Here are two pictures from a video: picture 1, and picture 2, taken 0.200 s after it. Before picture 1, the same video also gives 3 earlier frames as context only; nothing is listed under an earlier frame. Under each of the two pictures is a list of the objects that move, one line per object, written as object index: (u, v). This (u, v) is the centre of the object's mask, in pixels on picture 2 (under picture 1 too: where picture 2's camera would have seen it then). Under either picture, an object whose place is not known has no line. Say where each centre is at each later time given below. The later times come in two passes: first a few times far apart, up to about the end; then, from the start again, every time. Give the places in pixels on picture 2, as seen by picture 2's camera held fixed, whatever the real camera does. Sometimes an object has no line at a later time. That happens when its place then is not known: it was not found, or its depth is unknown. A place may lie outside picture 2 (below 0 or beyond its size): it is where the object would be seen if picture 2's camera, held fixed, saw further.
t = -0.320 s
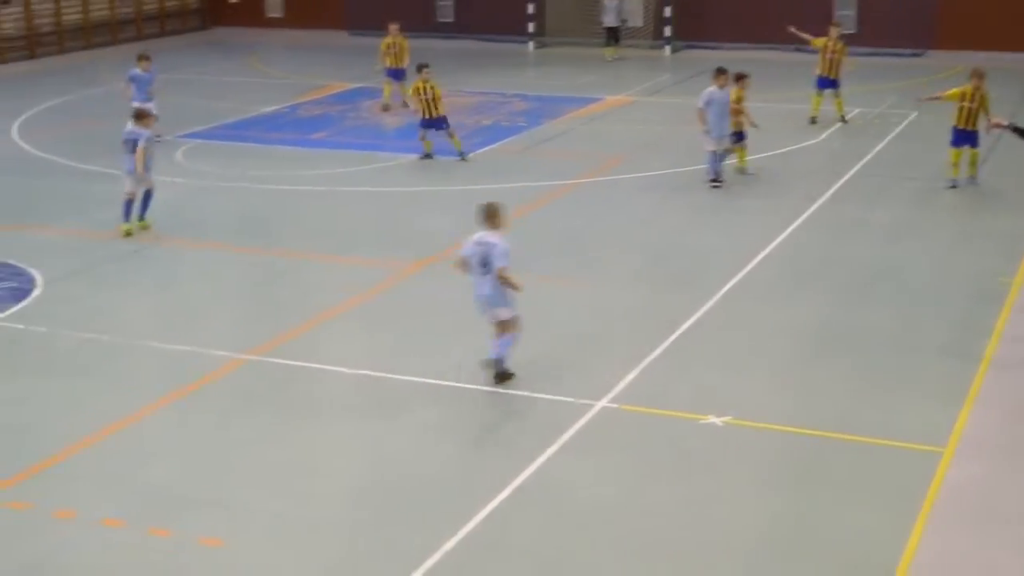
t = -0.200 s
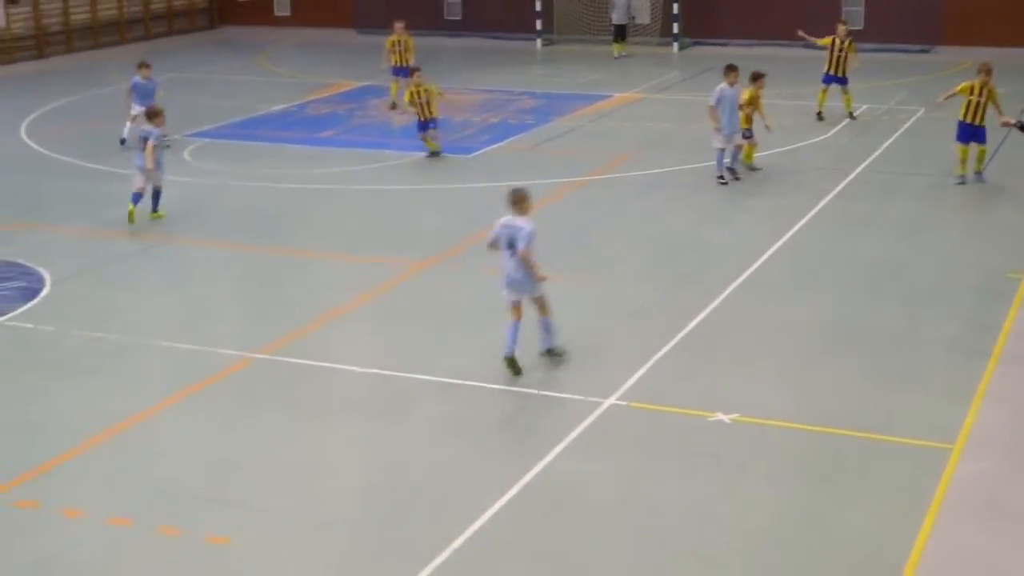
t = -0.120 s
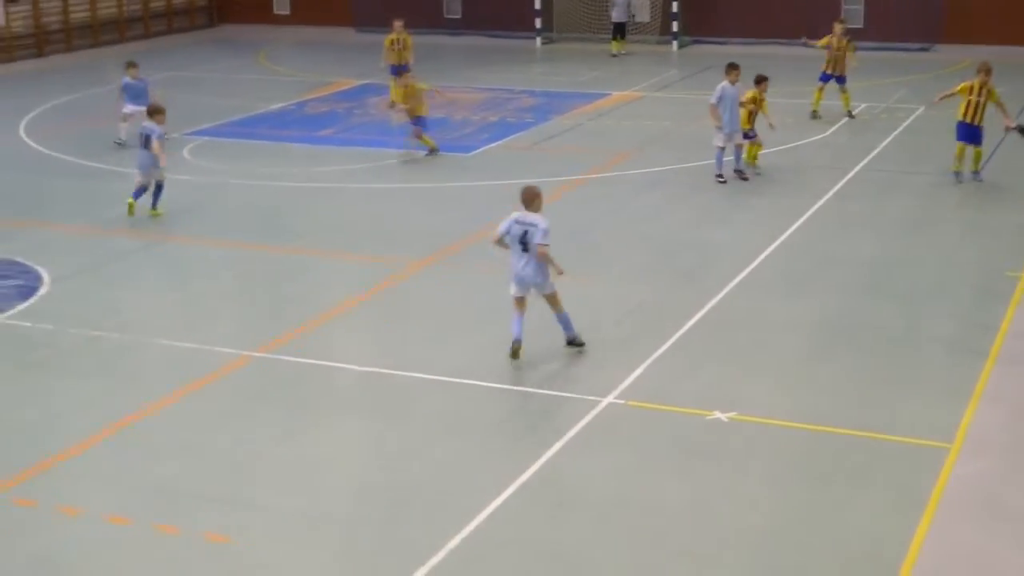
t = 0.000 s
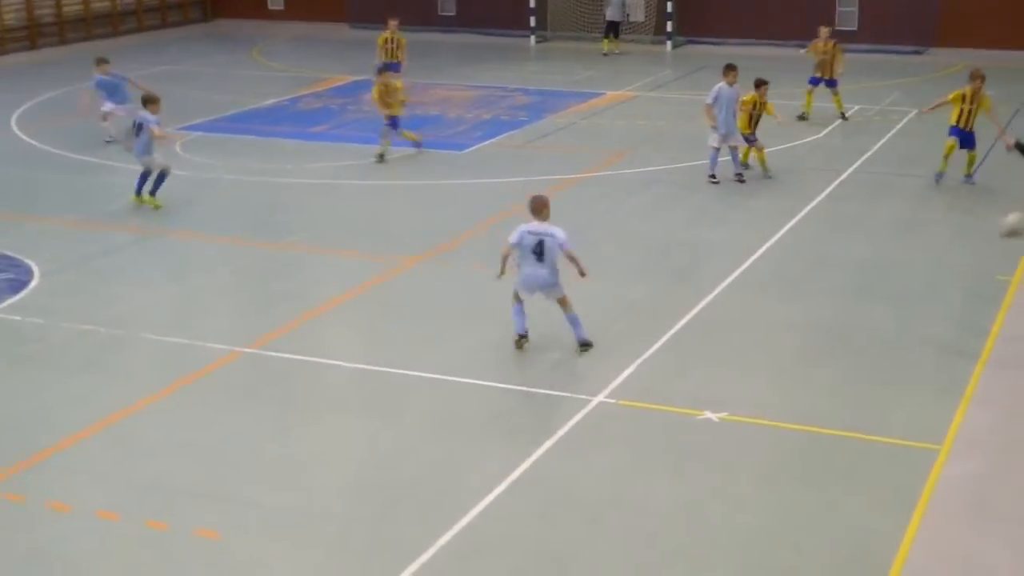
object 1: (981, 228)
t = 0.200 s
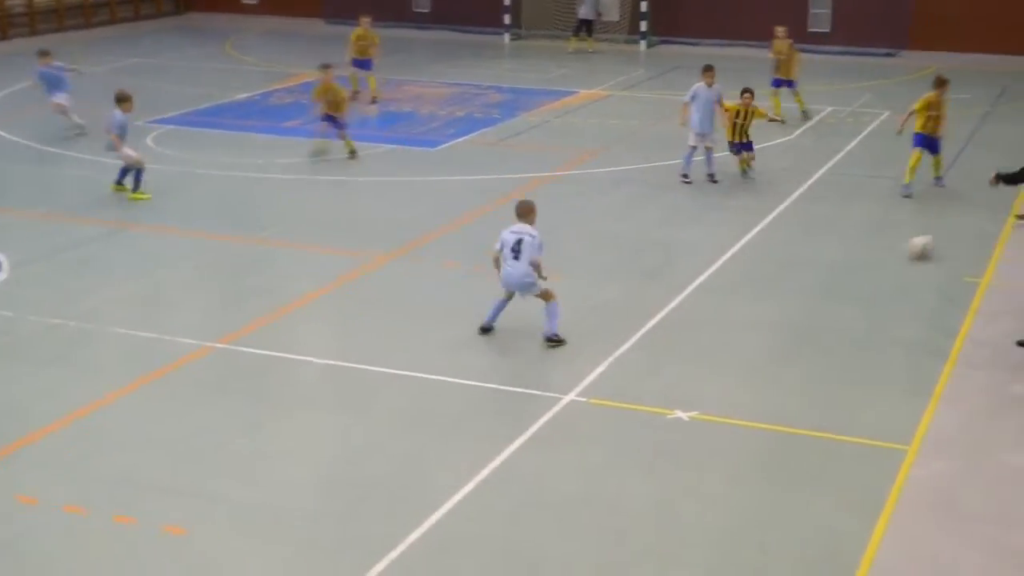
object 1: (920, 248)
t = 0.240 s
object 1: (907, 253)
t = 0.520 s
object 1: (825, 281)
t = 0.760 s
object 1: (747, 311)
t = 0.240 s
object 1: (907, 253)
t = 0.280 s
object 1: (897, 256)
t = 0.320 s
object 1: (885, 259)
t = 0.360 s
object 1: (873, 264)
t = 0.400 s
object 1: (863, 269)
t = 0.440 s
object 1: (851, 272)
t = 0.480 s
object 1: (837, 275)
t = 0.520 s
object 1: (825, 281)
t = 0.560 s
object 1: (812, 287)
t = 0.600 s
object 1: (800, 291)
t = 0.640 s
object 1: (788, 295)
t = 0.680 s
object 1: (774, 301)
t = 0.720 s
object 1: (760, 307)
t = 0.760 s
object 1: (747, 311)
